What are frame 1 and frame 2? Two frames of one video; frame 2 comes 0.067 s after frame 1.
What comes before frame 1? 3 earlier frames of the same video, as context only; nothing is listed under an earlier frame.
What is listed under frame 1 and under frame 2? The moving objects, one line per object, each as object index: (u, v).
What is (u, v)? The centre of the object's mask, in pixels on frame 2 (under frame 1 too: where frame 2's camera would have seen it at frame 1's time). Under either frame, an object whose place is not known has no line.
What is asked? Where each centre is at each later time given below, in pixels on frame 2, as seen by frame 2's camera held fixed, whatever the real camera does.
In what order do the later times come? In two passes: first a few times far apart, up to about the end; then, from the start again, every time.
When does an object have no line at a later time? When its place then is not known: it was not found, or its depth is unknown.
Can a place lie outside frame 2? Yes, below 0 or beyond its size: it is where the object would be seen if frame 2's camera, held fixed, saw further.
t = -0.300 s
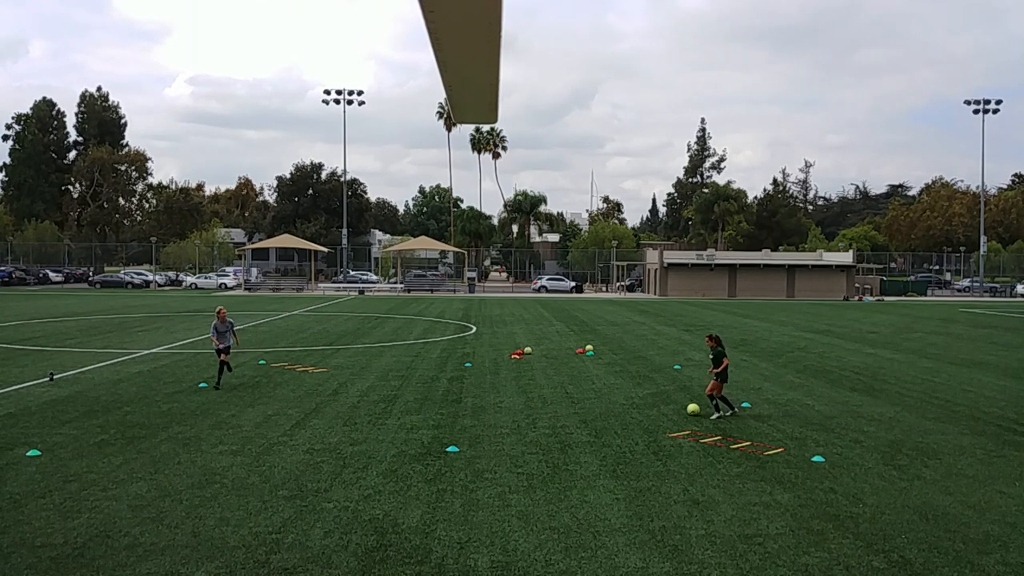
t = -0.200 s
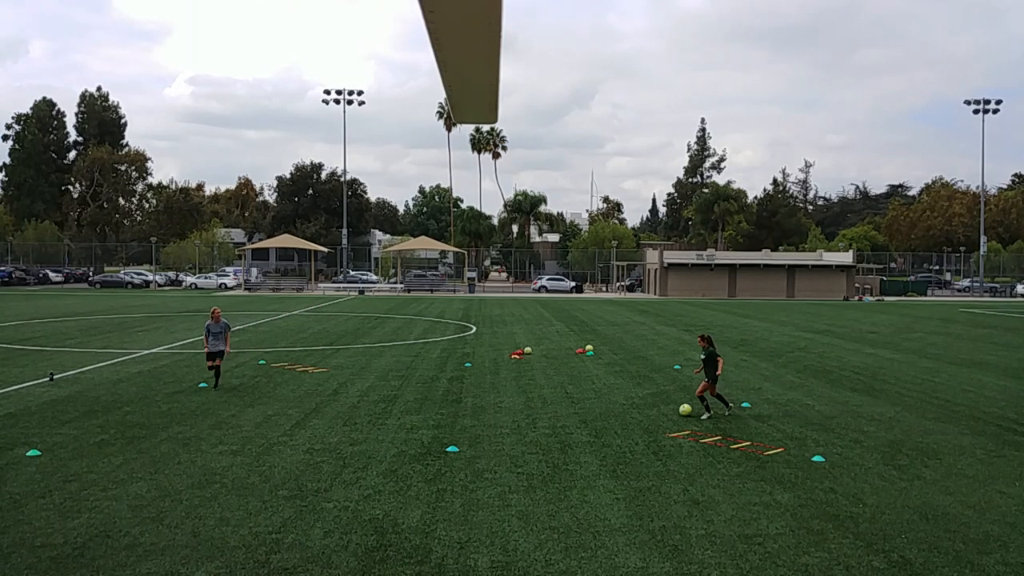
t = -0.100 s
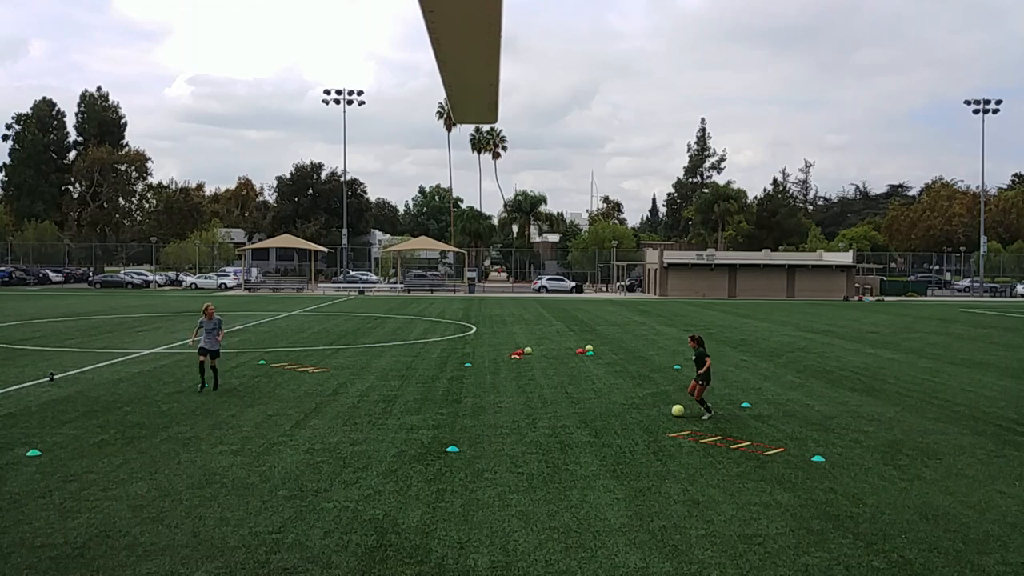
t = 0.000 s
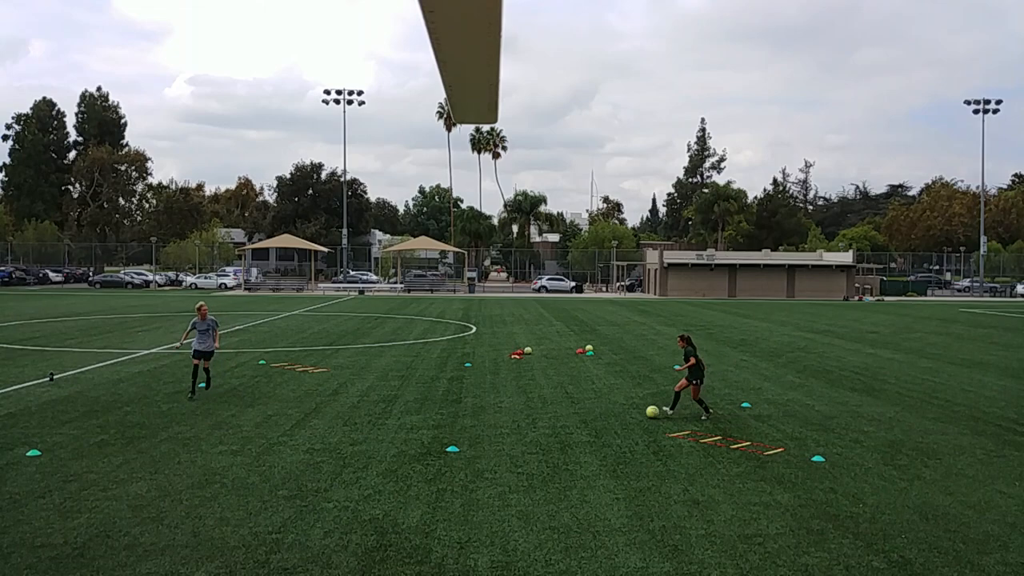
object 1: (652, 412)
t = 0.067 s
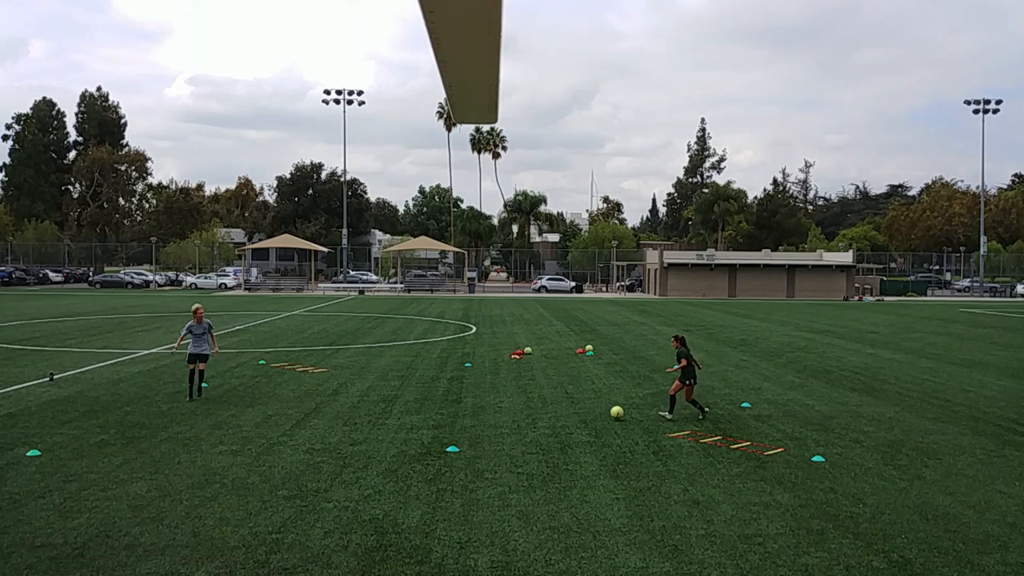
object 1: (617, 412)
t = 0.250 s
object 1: (522, 419)
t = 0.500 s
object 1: (407, 427)
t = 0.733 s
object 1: (306, 434)
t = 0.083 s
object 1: (607, 413)
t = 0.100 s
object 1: (599, 414)
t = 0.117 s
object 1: (589, 415)
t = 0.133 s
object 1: (580, 416)
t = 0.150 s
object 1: (571, 417)
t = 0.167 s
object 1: (563, 417)
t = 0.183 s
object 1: (555, 417)
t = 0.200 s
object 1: (547, 417)
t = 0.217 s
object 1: (538, 418)
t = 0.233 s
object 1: (530, 418)
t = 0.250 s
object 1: (522, 419)
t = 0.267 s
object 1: (513, 419)
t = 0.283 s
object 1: (505, 420)
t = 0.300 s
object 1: (497, 421)
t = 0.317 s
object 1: (489, 422)
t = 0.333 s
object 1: (481, 422)
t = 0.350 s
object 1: (474, 422)
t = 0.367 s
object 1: (467, 421)
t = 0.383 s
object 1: (459, 422)
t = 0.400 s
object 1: (452, 422)
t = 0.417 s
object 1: (444, 422)
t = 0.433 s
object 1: (436, 422)
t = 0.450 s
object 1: (429, 424)
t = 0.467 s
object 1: (421, 425)
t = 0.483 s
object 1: (414, 426)
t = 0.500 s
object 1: (407, 427)
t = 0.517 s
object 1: (400, 427)
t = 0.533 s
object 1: (392, 428)
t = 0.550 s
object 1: (385, 428)
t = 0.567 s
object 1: (378, 429)
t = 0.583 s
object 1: (370, 430)
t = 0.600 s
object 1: (364, 430)
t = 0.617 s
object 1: (356, 431)
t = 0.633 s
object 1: (349, 431)
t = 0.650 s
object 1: (342, 432)
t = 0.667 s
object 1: (334, 432)
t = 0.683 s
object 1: (328, 433)
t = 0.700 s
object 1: (321, 433)
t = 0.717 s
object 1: (313, 434)
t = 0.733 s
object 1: (306, 434)
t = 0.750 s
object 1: (298, 434)
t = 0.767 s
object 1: (291, 435)
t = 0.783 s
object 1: (284, 436)
